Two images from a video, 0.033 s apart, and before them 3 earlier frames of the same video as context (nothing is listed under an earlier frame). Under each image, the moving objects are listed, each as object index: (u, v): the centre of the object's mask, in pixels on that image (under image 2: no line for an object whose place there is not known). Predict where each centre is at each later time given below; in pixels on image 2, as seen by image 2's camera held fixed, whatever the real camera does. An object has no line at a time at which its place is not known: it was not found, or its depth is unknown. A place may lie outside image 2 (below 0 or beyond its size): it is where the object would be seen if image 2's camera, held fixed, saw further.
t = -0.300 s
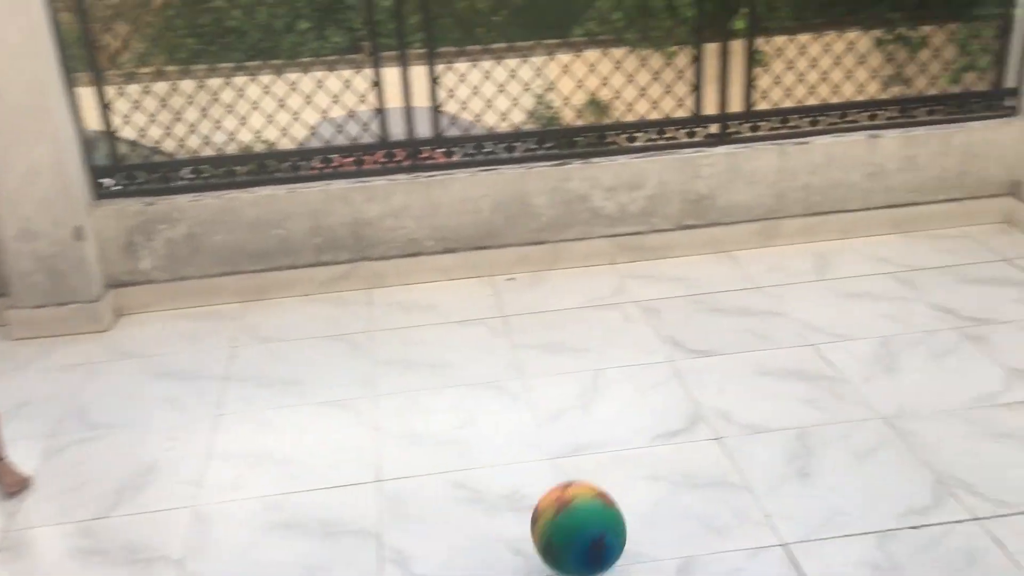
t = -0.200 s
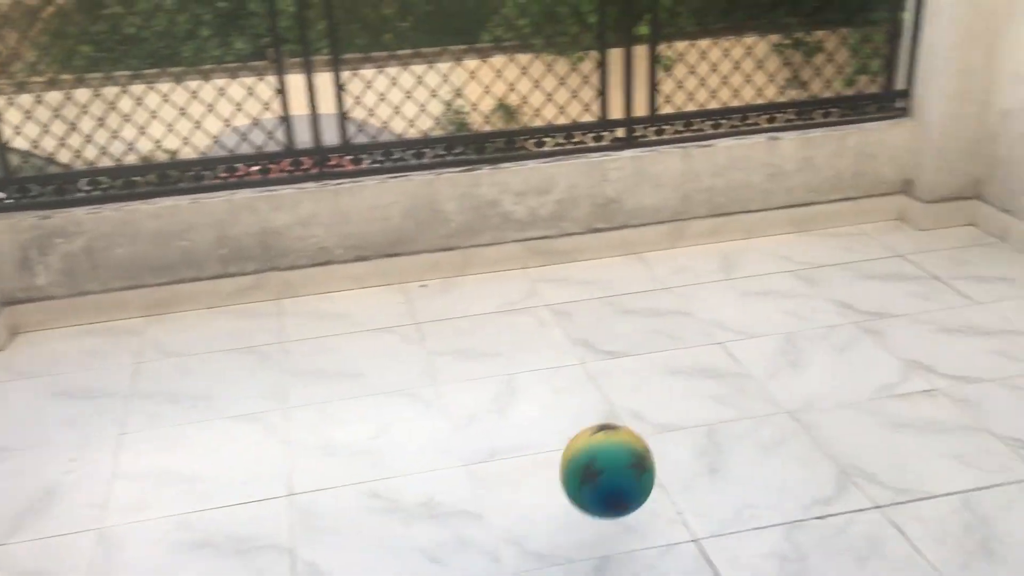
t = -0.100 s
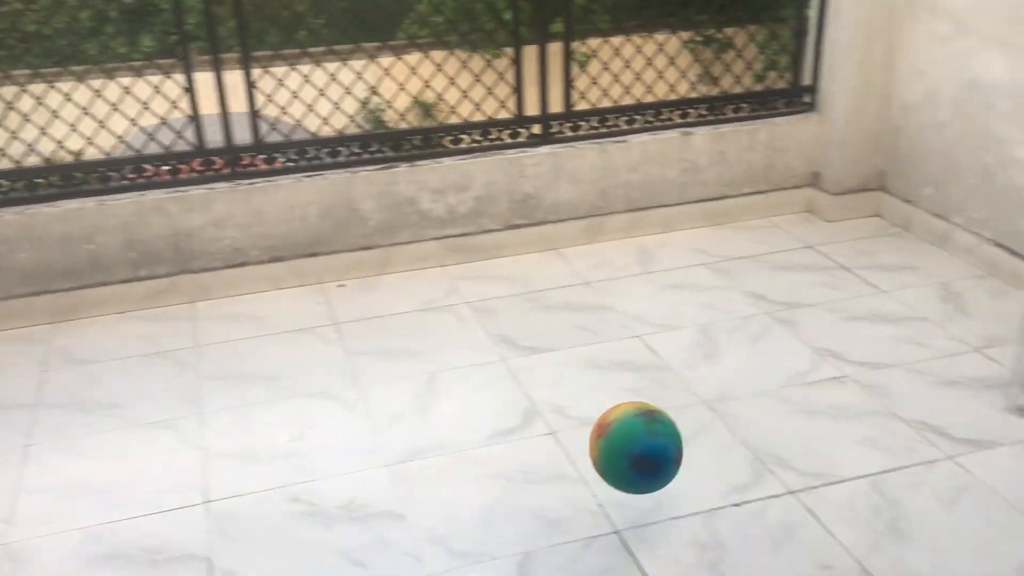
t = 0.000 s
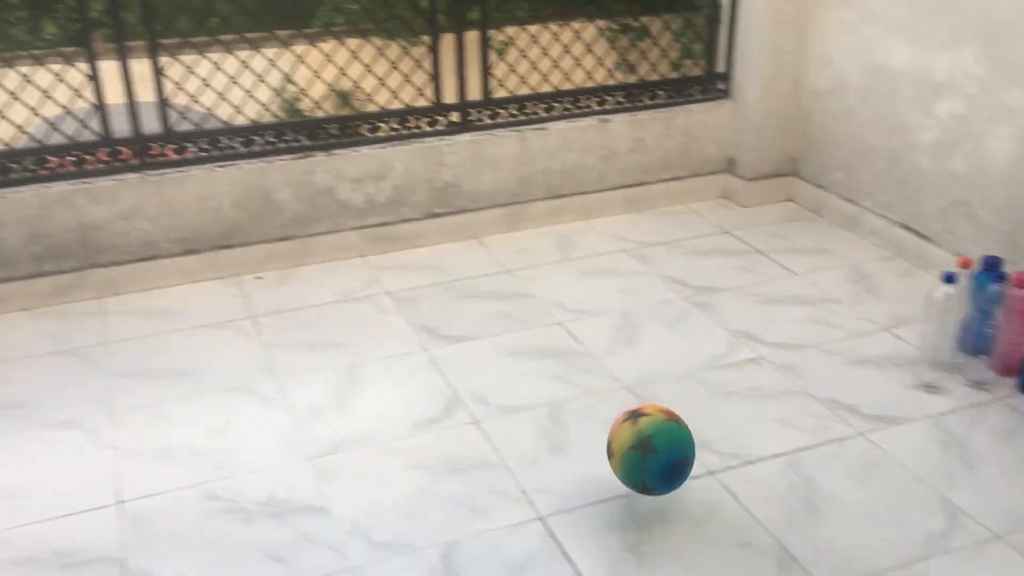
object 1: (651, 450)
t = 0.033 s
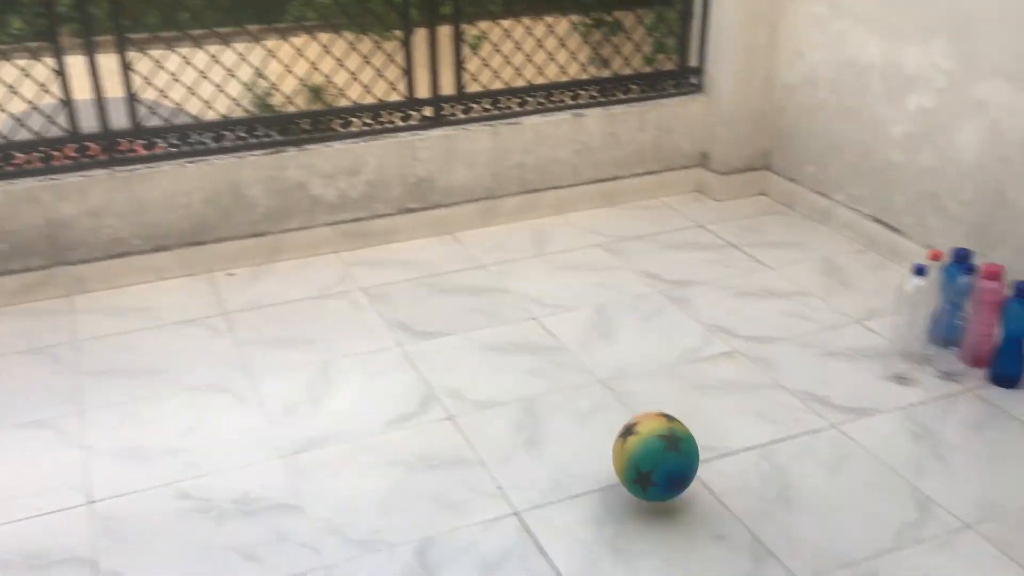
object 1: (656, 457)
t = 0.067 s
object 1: (684, 467)
